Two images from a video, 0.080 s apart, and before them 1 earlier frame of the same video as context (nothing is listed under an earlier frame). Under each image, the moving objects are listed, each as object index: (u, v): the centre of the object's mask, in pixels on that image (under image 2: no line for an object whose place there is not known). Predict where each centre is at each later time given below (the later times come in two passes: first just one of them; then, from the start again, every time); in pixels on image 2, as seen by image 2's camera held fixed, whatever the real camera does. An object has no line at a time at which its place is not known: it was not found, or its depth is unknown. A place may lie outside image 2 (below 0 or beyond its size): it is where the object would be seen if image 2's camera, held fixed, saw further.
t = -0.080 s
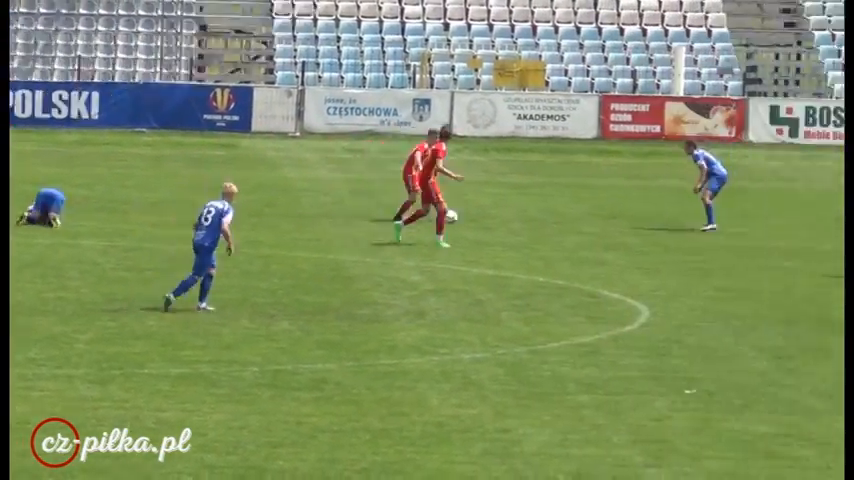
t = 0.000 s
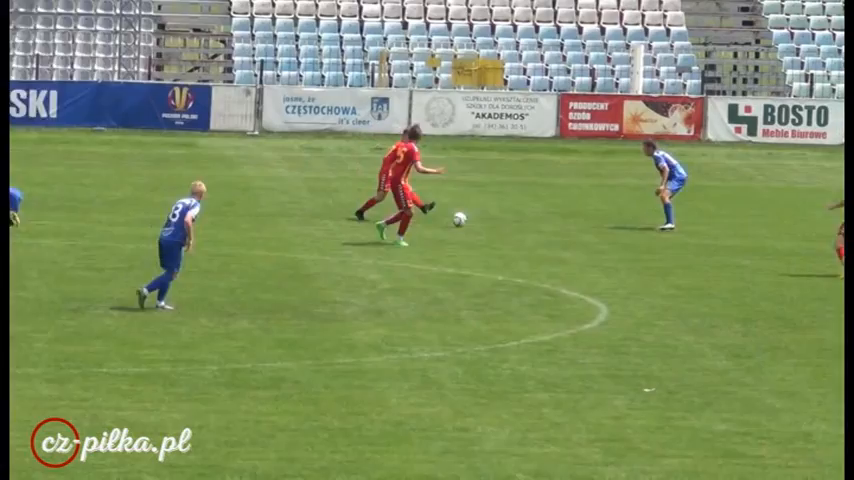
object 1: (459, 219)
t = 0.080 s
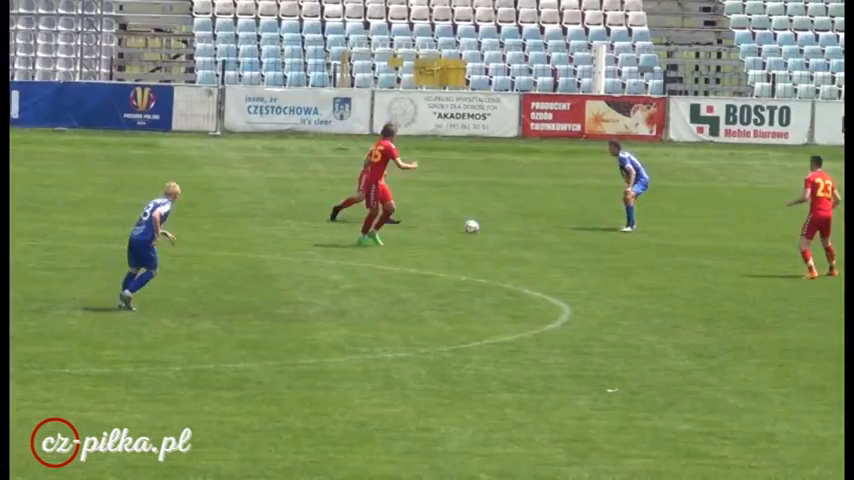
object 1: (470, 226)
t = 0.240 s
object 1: (559, 235)
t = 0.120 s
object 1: (495, 229)
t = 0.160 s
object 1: (517, 231)
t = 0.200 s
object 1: (538, 233)
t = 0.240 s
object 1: (559, 235)
